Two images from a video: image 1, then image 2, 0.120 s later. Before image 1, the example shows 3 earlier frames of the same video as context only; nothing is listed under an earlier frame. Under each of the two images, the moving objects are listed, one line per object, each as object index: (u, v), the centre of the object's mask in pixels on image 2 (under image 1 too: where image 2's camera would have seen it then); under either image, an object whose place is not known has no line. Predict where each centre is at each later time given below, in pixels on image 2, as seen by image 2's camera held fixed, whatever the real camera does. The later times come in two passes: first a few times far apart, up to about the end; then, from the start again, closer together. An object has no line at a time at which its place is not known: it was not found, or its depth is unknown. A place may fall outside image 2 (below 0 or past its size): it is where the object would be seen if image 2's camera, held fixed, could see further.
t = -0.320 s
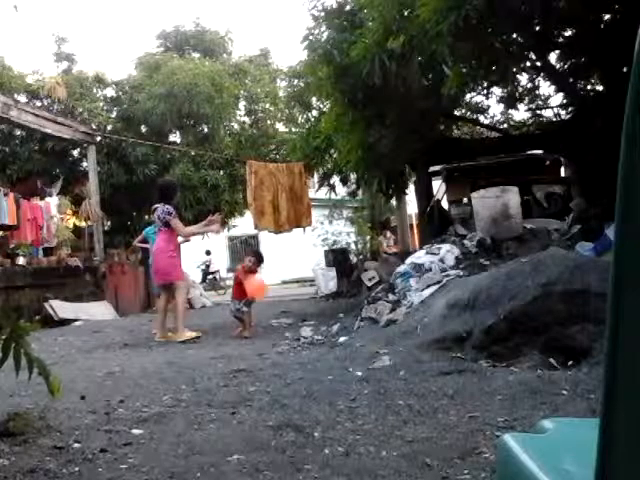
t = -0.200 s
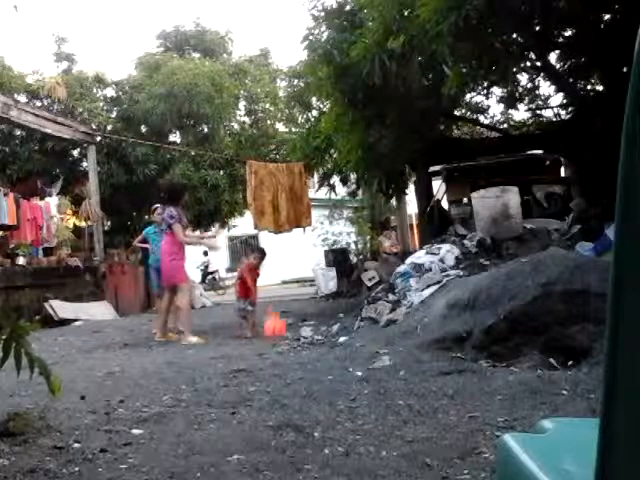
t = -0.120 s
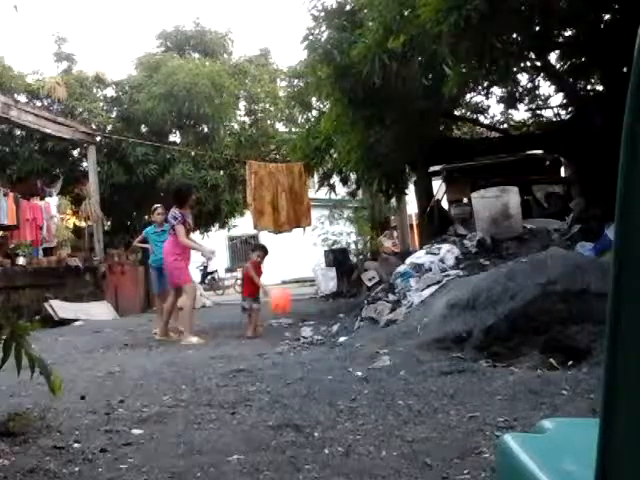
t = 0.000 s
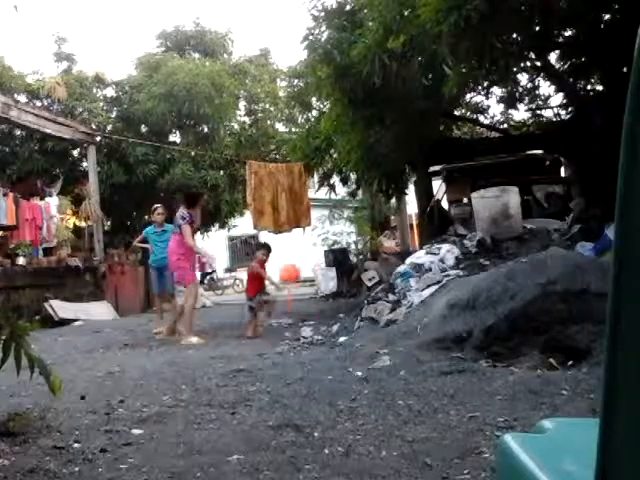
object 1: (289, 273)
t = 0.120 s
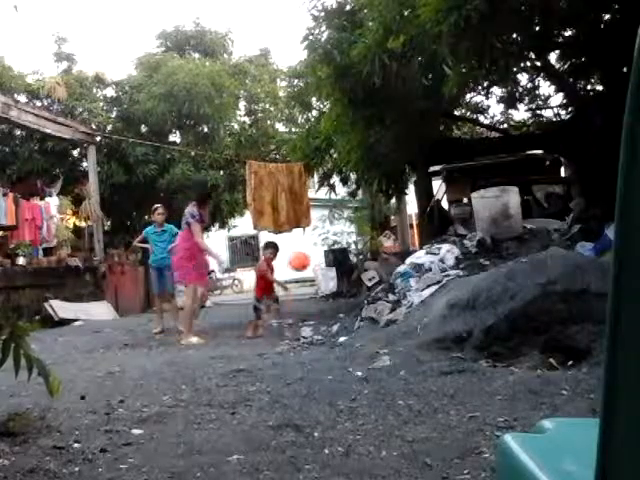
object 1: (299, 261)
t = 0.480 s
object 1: (334, 308)
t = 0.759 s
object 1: (355, 285)
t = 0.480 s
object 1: (334, 308)
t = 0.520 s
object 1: (335, 316)
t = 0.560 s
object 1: (338, 316)
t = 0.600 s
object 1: (342, 310)
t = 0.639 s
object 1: (346, 300)
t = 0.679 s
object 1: (349, 293)
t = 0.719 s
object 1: (353, 288)
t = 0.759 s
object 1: (355, 285)
